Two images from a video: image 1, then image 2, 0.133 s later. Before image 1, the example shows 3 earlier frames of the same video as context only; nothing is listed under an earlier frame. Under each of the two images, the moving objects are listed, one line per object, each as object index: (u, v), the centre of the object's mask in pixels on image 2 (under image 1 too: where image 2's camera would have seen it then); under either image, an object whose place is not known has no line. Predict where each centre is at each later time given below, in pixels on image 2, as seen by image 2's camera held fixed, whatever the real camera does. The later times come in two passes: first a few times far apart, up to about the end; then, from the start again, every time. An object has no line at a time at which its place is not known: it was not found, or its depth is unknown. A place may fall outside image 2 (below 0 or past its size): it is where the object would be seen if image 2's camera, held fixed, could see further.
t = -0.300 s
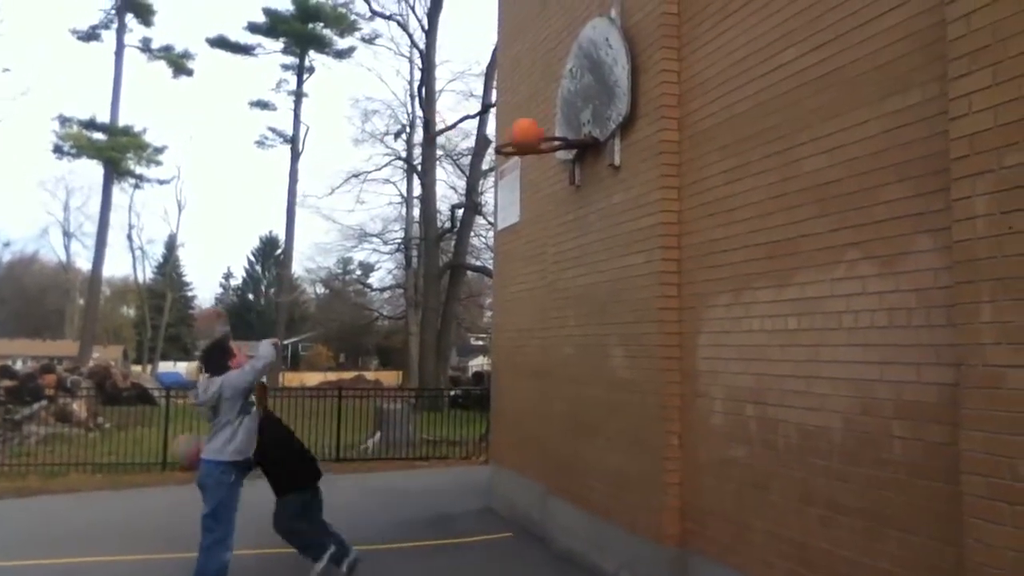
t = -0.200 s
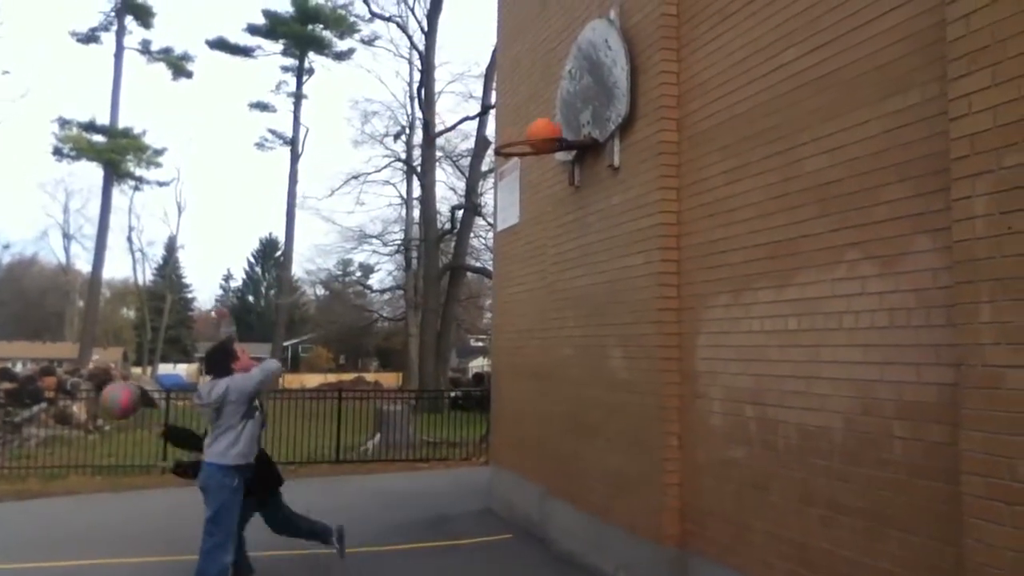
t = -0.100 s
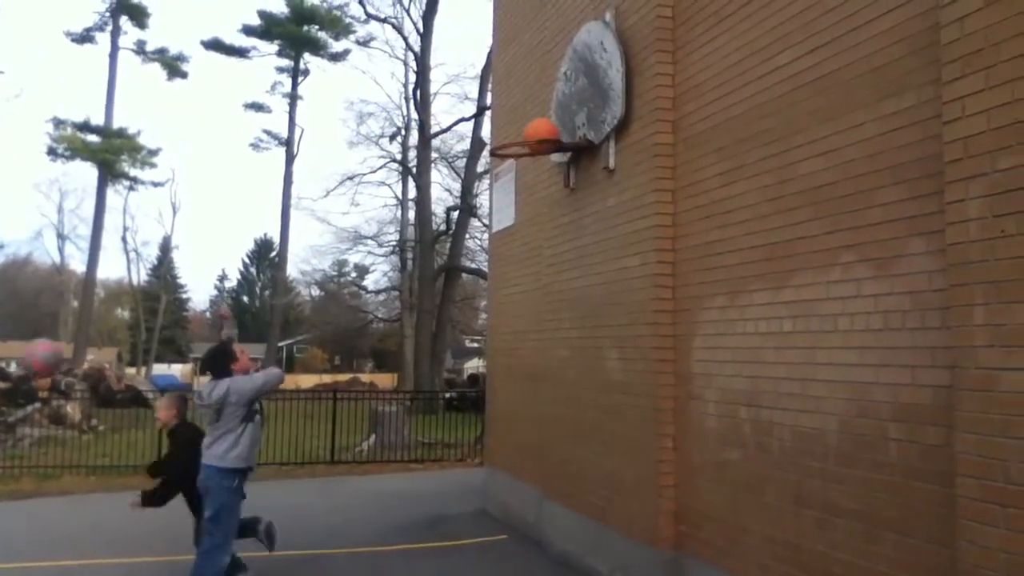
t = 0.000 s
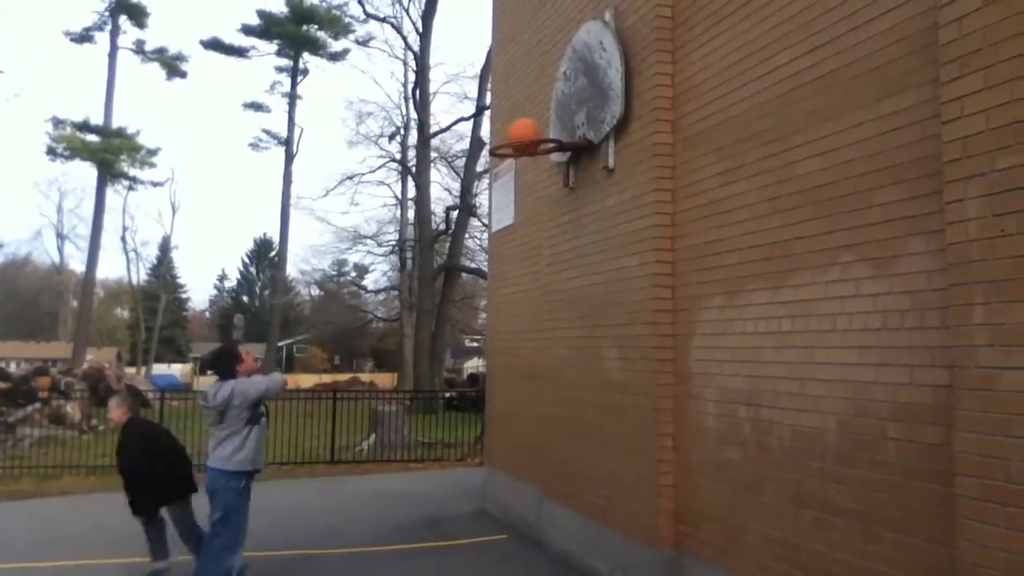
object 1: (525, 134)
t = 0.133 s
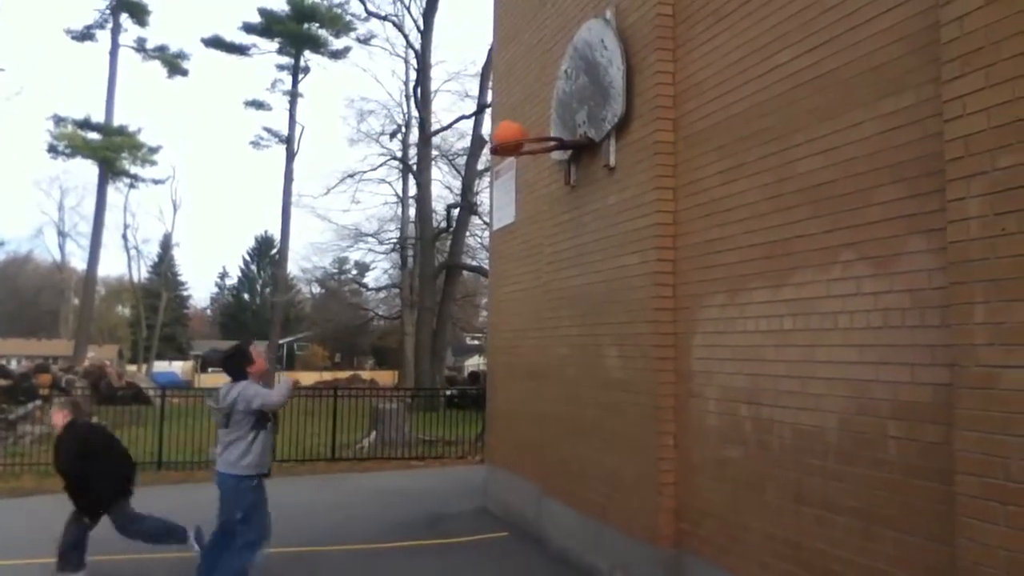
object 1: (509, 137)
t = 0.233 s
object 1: (513, 136)
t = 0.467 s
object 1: (541, 136)
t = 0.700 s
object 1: (525, 158)
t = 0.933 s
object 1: (495, 240)
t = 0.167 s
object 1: (508, 138)
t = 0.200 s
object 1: (509, 139)
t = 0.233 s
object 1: (513, 136)
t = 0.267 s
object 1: (516, 136)
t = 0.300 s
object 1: (520, 138)
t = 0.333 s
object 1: (526, 138)
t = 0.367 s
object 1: (532, 137)
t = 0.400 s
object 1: (534, 136)
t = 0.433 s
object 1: (539, 136)
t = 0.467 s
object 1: (541, 136)
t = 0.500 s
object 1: (541, 136)
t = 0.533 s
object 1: (541, 137)
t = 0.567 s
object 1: (541, 138)
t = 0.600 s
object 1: (539, 141)
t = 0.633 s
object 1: (535, 144)
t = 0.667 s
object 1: (530, 149)
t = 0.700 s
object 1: (525, 158)
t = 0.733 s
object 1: (521, 162)
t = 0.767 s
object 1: (516, 169)
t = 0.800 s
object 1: (512, 180)
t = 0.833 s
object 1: (508, 192)
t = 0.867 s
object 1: (503, 207)
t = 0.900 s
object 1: (499, 222)
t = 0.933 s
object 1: (495, 240)
